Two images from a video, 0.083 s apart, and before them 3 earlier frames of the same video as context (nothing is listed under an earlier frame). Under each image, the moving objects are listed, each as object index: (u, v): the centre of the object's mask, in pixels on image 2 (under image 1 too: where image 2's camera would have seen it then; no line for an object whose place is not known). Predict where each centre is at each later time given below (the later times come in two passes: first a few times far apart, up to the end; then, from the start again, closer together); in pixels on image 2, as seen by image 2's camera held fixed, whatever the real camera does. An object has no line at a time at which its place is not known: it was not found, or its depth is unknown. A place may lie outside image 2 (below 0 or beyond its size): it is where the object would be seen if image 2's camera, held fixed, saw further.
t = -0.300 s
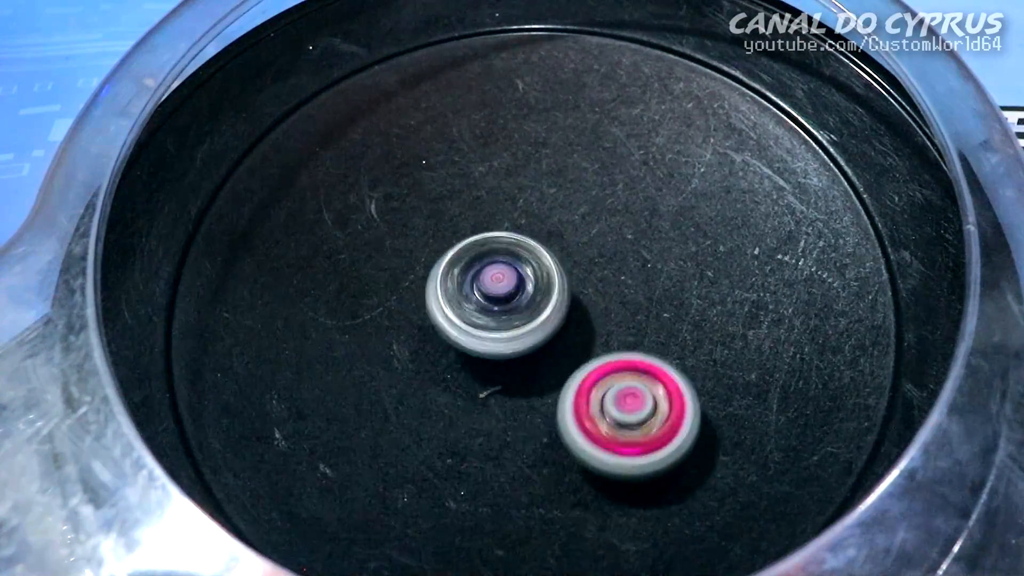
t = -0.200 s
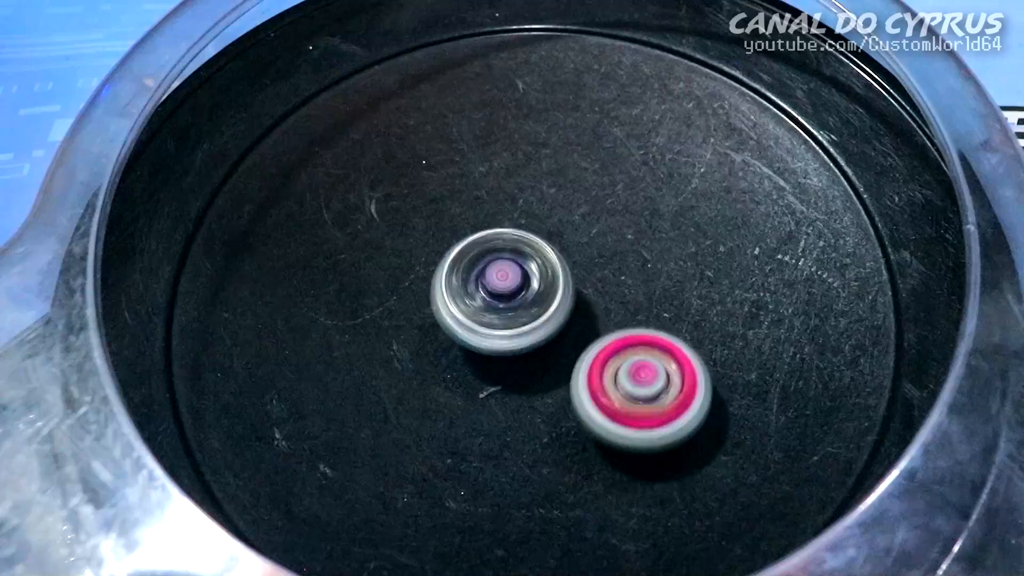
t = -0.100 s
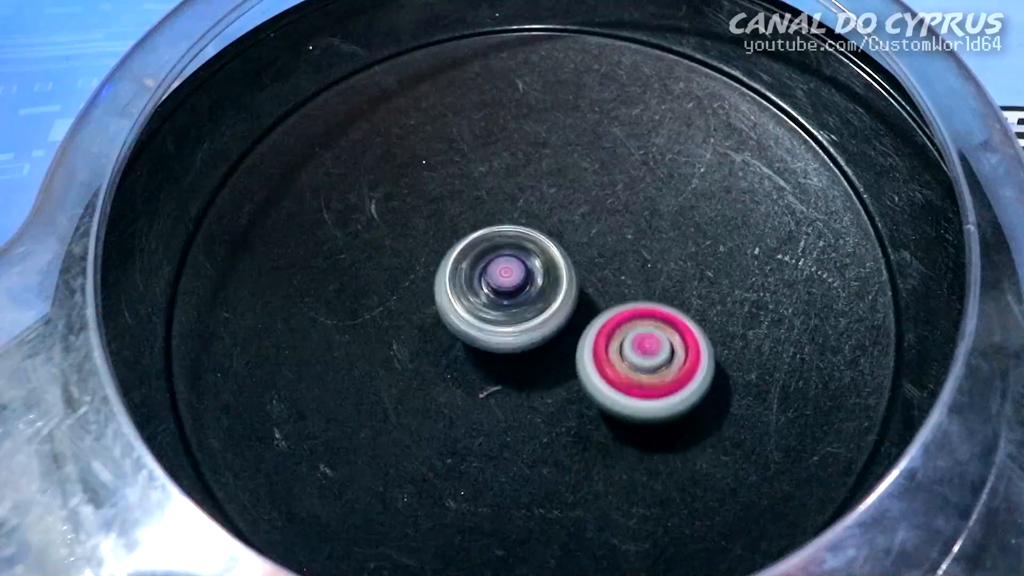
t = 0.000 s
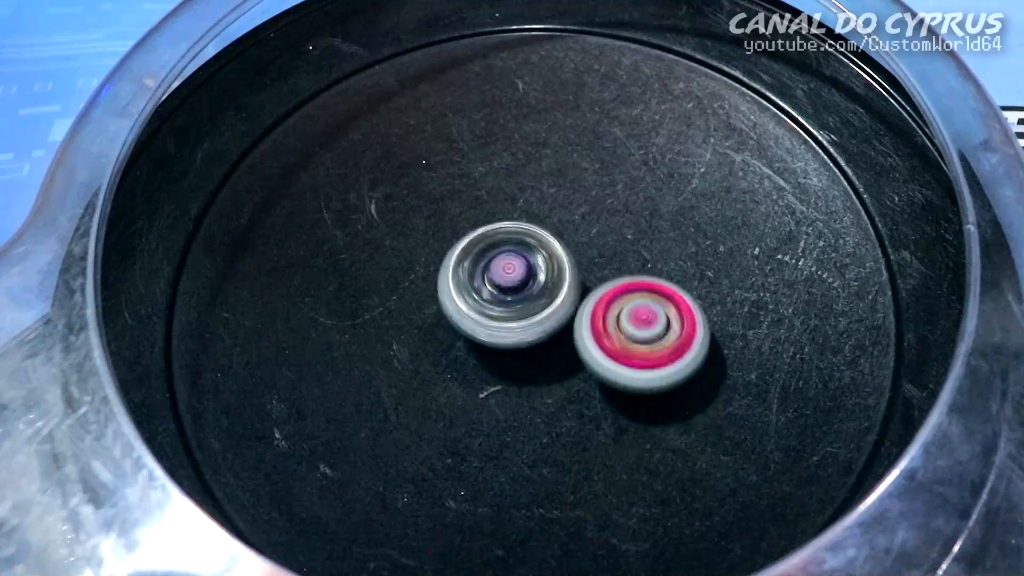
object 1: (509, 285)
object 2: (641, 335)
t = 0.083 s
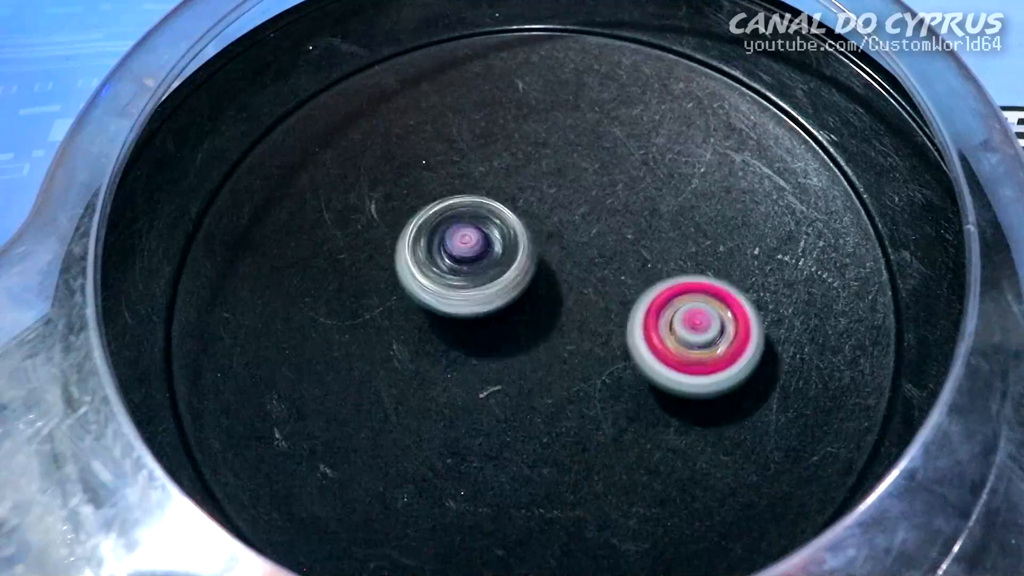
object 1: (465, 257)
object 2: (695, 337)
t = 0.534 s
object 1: (507, 305)
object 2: (654, 244)
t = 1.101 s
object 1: (530, 321)
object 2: (535, 205)
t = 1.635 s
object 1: (557, 321)
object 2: (429, 236)
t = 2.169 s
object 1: (824, 412)
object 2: (160, 159)
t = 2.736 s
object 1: (616, 308)
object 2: (287, 328)
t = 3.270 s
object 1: (656, 240)
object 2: (477, 522)
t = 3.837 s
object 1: (531, 270)
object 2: (723, 414)
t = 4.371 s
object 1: (508, 289)
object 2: (668, 212)
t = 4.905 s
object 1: (503, 338)
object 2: (504, 169)
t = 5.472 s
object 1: (524, 332)
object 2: (369, 241)
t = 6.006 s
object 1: (726, 283)
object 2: (187, 374)
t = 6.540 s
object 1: (629, 276)
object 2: (357, 401)
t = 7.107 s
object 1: (594, 274)
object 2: (522, 407)
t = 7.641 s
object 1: (517, 210)
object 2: (681, 532)
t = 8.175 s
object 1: (516, 254)
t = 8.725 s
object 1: (504, 294)
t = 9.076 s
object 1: (502, 315)
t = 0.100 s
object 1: (460, 253)
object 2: (698, 333)
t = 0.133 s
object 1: (455, 248)
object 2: (702, 325)
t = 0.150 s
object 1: (455, 246)
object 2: (703, 321)
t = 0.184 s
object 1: (458, 245)
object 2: (704, 312)
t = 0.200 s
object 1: (460, 246)
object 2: (704, 308)
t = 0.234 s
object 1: (466, 250)
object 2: (703, 300)
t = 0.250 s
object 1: (470, 252)
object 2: (702, 296)
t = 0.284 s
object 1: (477, 258)
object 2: (700, 288)
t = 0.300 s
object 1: (480, 261)
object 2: (699, 285)
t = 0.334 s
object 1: (487, 268)
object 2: (695, 278)
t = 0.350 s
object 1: (490, 272)
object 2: (692, 275)
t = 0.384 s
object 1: (495, 280)
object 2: (687, 268)
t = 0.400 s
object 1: (497, 284)
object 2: (684, 264)
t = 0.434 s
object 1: (501, 290)
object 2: (678, 259)
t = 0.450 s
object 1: (503, 294)
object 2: (674, 256)
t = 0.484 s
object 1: (505, 300)
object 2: (667, 251)
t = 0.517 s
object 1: (506, 303)
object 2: (658, 246)
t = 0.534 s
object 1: (507, 305)
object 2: (654, 244)
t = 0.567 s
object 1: (507, 307)
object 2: (644, 240)
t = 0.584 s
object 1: (507, 307)
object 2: (639, 239)
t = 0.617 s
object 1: (507, 306)
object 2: (629, 236)
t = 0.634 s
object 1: (507, 305)
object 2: (623, 235)
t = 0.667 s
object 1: (498, 307)
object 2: (622, 227)
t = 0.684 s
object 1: (490, 311)
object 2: (625, 221)
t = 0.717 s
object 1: (478, 314)
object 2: (624, 214)
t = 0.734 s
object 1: (474, 316)
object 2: (621, 212)
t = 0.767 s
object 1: (468, 316)
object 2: (613, 209)
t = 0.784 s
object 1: (468, 315)
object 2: (609, 208)
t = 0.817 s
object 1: (471, 314)
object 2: (602, 205)
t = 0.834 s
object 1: (473, 313)
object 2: (598, 205)
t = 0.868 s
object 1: (480, 311)
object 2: (590, 204)
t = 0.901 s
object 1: (487, 310)
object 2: (582, 203)
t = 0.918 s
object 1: (492, 310)
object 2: (578, 202)
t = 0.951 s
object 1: (501, 310)
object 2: (570, 202)
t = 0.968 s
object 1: (505, 310)
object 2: (566, 202)
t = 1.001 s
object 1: (513, 311)
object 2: (558, 203)
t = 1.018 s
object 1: (517, 312)
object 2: (554, 202)
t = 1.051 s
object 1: (522, 316)
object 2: (547, 203)
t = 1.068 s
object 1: (525, 318)
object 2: (543, 204)
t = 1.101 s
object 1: (530, 321)
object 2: (535, 205)
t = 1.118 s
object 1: (532, 322)
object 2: (532, 207)
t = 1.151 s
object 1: (535, 324)
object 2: (523, 209)
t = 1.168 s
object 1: (536, 324)
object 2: (520, 211)
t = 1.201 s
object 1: (537, 329)
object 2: (512, 212)
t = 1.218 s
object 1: (540, 337)
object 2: (506, 204)
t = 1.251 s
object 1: (542, 352)
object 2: (497, 197)
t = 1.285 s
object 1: (543, 361)
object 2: (489, 197)
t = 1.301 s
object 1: (543, 363)
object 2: (485, 197)
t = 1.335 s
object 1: (541, 367)
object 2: (476, 199)
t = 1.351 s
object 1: (541, 366)
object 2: (472, 200)
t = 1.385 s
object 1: (540, 364)
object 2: (465, 203)
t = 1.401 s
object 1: (540, 361)
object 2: (461, 204)
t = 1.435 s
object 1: (541, 355)
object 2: (455, 207)
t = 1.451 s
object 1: (542, 352)
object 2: (452, 209)
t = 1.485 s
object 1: (543, 345)
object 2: (446, 213)
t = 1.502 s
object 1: (545, 342)
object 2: (444, 216)
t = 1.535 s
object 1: (548, 335)
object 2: (439, 220)
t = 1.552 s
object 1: (549, 333)
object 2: (437, 223)
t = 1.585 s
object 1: (553, 327)
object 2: (433, 228)
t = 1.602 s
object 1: (555, 325)
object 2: (431, 230)
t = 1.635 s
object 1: (557, 321)
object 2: (429, 236)
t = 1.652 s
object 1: (559, 319)
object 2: (427, 239)
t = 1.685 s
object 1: (561, 317)
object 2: (425, 245)
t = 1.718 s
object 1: (563, 316)
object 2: (423, 251)
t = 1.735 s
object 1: (563, 316)
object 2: (422, 255)
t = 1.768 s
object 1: (563, 317)
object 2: (422, 261)
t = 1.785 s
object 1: (563, 318)
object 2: (422, 265)
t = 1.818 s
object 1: (561, 320)
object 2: (422, 272)
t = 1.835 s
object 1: (559, 321)
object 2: (423, 276)
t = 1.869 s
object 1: (555, 323)
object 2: (424, 283)
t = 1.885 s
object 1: (572, 333)
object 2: (406, 274)
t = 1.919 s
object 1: (638, 368)
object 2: (326, 229)
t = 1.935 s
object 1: (670, 384)
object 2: (292, 207)
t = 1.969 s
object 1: (727, 409)
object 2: (234, 170)
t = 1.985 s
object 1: (751, 420)
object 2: (212, 156)
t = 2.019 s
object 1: (791, 435)
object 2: (192, 139)
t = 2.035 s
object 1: (805, 440)
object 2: (186, 138)
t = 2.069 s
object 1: (821, 440)
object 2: (174, 134)
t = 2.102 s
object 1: (827, 436)
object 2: (167, 139)
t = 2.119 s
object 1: (828, 431)
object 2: (165, 143)
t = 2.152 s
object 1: (827, 419)
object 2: (161, 153)
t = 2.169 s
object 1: (824, 412)
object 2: (160, 159)
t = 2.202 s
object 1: (812, 397)
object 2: (156, 168)
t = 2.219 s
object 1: (807, 391)
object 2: (155, 174)
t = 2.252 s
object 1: (790, 378)
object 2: (152, 183)
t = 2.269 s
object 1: (783, 373)
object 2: (151, 187)
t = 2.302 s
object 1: (767, 362)
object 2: (149, 194)
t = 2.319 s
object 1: (761, 358)
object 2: (148, 197)
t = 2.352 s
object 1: (746, 350)
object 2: (148, 204)
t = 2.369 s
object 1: (740, 346)
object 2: (148, 208)
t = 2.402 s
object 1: (727, 340)
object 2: (150, 214)
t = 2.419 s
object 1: (722, 337)
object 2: (156, 218)
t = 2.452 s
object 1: (712, 332)
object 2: (157, 224)
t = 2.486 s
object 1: (703, 329)
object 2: (160, 231)
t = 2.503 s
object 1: (698, 326)
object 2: (162, 234)
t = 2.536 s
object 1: (688, 323)
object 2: (169, 242)
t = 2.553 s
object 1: (681, 322)
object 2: (175, 249)
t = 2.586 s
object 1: (670, 318)
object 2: (194, 266)
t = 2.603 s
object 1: (663, 317)
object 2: (203, 273)
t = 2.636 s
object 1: (651, 314)
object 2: (223, 288)
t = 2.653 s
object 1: (645, 313)
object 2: (234, 296)
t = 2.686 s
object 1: (633, 310)
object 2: (254, 309)
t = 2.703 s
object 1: (627, 310)
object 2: (265, 316)
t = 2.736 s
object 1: (616, 308)
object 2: (287, 328)
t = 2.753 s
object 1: (610, 308)
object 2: (298, 334)
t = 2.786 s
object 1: (599, 307)
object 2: (322, 344)
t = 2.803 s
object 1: (594, 308)
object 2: (335, 349)
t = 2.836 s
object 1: (583, 308)
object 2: (361, 359)
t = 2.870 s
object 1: (574, 310)
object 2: (389, 367)
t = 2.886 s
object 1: (569, 310)
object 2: (402, 371)
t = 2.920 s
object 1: (561, 312)
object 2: (430, 377)
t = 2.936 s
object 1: (571, 306)
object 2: (419, 387)
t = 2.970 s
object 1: (611, 288)
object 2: (380, 412)
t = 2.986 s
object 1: (629, 280)
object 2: (365, 423)
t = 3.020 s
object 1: (658, 263)
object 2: (345, 442)
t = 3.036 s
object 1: (668, 257)
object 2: (341, 450)
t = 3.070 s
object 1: (684, 245)
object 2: (344, 463)
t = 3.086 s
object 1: (689, 241)
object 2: (351, 470)
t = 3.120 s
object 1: (692, 237)
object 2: (369, 483)
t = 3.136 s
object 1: (692, 236)
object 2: (380, 490)
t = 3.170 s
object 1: (685, 236)
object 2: (403, 503)
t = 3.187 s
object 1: (680, 236)
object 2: (416, 508)
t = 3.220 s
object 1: (670, 237)
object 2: (441, 515)
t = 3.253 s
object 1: (661, 239)
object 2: (465, 520)
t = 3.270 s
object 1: (656, 240)
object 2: (477, 522)
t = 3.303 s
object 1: (646, 242)
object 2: (502, 525)
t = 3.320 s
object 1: (641, 242)
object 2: (515, 526)
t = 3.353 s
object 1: (631, 244)
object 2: (538, 527)
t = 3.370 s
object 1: (627, 245)
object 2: (550, 527)
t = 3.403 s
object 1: (617, 247)
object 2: (572, 527)
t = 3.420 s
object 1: (614, 248)
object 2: (582, 527)
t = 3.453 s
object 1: (604, 250)
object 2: (602, 525)
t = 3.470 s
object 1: (600, 251)
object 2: (612, 524)
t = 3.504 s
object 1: (592, 253)
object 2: (631, 520)
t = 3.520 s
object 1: (589, 254)
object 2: (639, 518)
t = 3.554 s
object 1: (581, 257)
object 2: (655, 513)
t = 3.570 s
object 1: (579, 257)
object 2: (661, 510)
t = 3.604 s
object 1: (572, 260)
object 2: (675, 501)
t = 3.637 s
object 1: (565, 262)
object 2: (686, 490)
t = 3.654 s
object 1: (562, 263)
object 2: (692, 484)
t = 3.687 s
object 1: (556, 265)
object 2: (701, 473)
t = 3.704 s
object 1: (554, 265)
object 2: (705, 466)
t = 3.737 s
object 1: (547, 268)
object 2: (711, 454)
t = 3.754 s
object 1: (544, 268)
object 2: (714, 448)
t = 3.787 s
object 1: (538, 270)
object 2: (719, 435)
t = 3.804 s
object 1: (536, 269)
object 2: (721, 429)
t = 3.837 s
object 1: (531, 270)
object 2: (723, 414)
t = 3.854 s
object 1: (530, 269)
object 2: (724, 407)
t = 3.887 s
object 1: (527, 268)
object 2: (724, 393)
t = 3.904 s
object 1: (527, 267)
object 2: (724, 385)
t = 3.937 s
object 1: (527, 266)
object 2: (723, 371)
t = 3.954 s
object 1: (527, 265)
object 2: (721, 363)
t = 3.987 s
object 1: (529, 263)
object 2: (718, 349)
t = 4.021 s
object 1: (531, 263)
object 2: (713, 335)
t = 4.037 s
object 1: (534, 263)
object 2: (711, 328)
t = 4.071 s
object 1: (536, 264)
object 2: (704, 314)
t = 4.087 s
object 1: (538, 265)
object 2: (700, 307)
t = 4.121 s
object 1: (542, 267)
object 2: (692, 294)
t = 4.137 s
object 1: (543, 268)
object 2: (688, 288)
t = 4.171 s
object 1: (536, 269)
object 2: (694, 277)
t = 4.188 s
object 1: (530, 270)
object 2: (698, 272)
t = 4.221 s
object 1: (520, 271)
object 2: (698, 261)
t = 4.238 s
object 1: (516, 273)
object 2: (694, 255)
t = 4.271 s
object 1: (511, 276)
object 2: (688, 243)
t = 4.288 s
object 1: (509, 278)
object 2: (685, 238)
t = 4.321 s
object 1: (508, 282)
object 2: (679, 227)
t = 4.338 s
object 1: (507, 284)
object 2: (675, 222)
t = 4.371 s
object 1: (508, 289)
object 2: (668, 212)
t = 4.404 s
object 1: (510, 293)
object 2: (659, 203)
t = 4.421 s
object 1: (510, 296)
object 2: (655, 199)
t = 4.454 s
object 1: (512, 301)
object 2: (646, 191)
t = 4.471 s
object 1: (513, 303)
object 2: (641, 187)
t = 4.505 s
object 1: (514, 307)
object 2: (632, 180)
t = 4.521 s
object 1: (515, 309)
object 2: (627, 178)
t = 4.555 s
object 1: (516, 313)
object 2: (617, 172)
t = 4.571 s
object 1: (517, 315)
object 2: (611, 170)
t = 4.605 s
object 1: (518, 319)
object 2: (601, 166)
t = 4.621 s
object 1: (519, 321)
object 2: (595, 165)
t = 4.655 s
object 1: (520, 324)
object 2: (584, 162)
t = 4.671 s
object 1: (521, 326)
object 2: (579, 161)
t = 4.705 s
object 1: (520, 330)
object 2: (570, 159)
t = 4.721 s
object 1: (520, 332)
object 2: (565, 159)
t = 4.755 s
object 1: (519, 335)
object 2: (554, 159)
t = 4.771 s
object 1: (518, 336)
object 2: (549, 160)
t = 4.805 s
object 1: (516, 339)
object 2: (537, 161)
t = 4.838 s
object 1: (511, 340)
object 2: (526, 163)
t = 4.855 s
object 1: (509, 340)
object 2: (521, 164)
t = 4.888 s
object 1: (505, 339)
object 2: (509, 167)
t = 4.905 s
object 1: (503, 338)
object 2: (504, 169)
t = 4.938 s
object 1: (499, 335)
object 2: (493, 174)
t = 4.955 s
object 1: (498, 333)
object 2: (488, 176)
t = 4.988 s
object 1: (496, 329)
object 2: (479, 182)
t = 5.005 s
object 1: (495, 327)
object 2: (473, 185)
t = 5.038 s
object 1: (494, 322)
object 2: (464, 192)
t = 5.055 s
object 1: (494, 320)
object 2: (459, 196)
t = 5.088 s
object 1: (495, 315)
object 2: (450, 204)
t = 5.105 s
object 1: (496, 314)
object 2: (446, 208)
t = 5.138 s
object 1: (504, 328)
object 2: (433, 197)
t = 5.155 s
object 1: (509, 334)
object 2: (428, 193)
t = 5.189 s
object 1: (514, 345)
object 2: (419, 193)
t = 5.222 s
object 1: (518, 351)
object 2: (410, 197)
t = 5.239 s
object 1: (519, 353)
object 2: (405, 199)
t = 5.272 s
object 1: (519, 354)
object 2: (398, 203)
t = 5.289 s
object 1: (520, 354)
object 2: (394, 206)
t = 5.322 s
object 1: (519, 352)
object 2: (387, 211)
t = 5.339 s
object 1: (520, 350)
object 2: (384, 213)
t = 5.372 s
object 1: (520, 346)
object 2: (378, 220)
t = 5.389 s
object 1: (520, 344)
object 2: (376, 223)
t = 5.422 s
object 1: (522, 340)
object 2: (372, 231)
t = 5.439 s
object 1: (522, 337)
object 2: (371, 234)
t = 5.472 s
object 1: (524, 332)
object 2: (369, 241)
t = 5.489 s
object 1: (524, 330)
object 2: (367, 245)
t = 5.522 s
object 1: (526, 325)
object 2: (366, 253)
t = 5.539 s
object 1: (527, 323)
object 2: (366, 256)
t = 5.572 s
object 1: (529, 318)
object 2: (366, 264)
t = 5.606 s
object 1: (532, 313)
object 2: (368, 273)
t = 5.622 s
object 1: (534, 311)
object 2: (369, 278)
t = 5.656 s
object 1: (537, 307)
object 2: (372, 287)
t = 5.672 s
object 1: (540, 306)
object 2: (374, 291)
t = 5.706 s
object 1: (544, 303)
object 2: (379, 301)
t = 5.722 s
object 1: (546, 302)
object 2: (382, 305)
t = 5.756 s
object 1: (550, 302)
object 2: (388, 314)
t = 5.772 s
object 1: (552, 302)
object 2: (392, 319)
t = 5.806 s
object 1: (554, 303)
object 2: (399, 328)
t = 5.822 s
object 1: (554, 304)
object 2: (402, 332)
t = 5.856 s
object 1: (555, 306)
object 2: (411, 341)
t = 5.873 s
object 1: (554, 306)
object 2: (416, 345)
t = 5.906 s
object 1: (590, 302)
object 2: (362, 355)
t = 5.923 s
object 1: (620, 299)
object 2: (322, 360)
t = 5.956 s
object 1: (671, 292)
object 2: (255, 367)
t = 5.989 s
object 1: (710, 286)
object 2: (205, 372)
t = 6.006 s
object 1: (726, 283)
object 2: (187, 374)
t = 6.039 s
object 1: (748, 278)
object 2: (175, 377)
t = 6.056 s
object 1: (755, 277)
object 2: (178, 379)
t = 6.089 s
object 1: (760, 276)
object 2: (188, 390)
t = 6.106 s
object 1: (759, 276)
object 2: (194, 394)
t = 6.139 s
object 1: (754, 276)
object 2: (206, 401)
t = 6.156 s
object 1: (751, 275)
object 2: (214, 404)
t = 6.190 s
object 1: (741, 275)
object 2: (230, 409)
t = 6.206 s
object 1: (736, 274)
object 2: (239, 411)
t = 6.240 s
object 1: (725, 274)
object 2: (255, 414)
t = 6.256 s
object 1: (719, 273)
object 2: (263, 415)
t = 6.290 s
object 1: (708, 273)
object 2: (280, 416)
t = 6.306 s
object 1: (702, 272)
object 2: (287, 416)
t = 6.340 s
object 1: (692, 272)
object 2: (300, 416)
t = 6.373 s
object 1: (681, 272)
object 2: (311, 415)
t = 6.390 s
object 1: (675, 272)
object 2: (315, 414)
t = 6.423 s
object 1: (665, 273)
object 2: (322, 412)
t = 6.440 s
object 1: (660, 273)
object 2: (326, 411)
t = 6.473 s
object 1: (650, 274)
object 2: (334, 408)
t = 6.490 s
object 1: (644, 274)
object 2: (340, 407)
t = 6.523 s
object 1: (634, 275)
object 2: (351, 403)
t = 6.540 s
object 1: (629, 276)
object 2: (357, 401)
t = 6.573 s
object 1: (619, 277)
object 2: (370, 397)
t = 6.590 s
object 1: (615, 276)
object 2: (377, 395)
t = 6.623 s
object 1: (606, 278)
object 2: (391, 391)
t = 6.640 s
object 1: (603, 278)
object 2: (398, 388)
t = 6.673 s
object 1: (595, 279)
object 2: (413, 384)
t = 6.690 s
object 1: (592, 280)
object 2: (422, 381)
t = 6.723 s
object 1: (587, 282)
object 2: (439, 376)
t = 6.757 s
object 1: (582, 284)
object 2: (456, 371)
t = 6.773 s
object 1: (579, 285)
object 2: (464, 369)
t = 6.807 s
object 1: (597, 275)
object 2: (445, 382)
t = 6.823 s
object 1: (605, 269)
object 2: (438, 387)
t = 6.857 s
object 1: (617, 261)
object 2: (431, 394)
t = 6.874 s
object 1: (621, 259)
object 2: (432, 395)
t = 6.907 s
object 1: (624, 257)
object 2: (442, 396)
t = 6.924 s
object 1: (624, 257)
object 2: (449, 397)
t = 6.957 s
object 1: (623, 259)
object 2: (462, 400)
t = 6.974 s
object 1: (621, 260)
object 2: (469, 401)
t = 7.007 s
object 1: (615, 264)
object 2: (483, 403)
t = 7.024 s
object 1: (613, 266)
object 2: (489, 404)
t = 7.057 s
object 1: (605, 269)
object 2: (503, 405)
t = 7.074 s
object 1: (601, 271)
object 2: (509, 406)
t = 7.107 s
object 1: (594, 274)
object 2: (522, 407)
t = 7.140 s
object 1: (586, 276)
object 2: (536, 408)
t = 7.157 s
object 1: (582, 278)
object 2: (542, 407)
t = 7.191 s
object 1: (575, 280)
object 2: (555, 408)
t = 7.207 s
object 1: (572, 280)
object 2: (561, 408)
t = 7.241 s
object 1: (564, 282)
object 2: (573, 410)
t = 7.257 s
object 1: (563, 271)
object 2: (577, 429)
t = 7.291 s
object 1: (558, 242)
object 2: (587, 478)
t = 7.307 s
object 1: (555, 228)
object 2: (591, 496)
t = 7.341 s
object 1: (551, 209)
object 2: (601, 516)
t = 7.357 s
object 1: (549, 202)
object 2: (606, 520)
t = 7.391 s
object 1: (545, 193)
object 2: (620, 525)
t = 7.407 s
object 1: (543, 191)
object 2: (627, 527)
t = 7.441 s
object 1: (539, 190)
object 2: (640, 530)
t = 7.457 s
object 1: (537, 190)
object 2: (646, 531)
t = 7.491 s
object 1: (533, 193)
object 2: (656, 532)
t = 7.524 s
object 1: (529, 197)
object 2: (664, 534)
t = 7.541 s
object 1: (527, 199)
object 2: (669, 534)
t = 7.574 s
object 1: (523, 202)
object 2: (674, 534)
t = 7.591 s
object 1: (521, 204)
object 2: (676, 534)
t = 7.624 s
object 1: (518, 208)
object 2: (679, 533)
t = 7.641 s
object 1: (517, 210)
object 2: (681, 532)
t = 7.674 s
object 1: (514, 214)
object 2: (683, 530)
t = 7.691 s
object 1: (513, 215)
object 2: (683, 529)
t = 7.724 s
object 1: (512, 219)
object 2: (684, 526)
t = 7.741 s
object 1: (510, 222)
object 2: (683, 524)
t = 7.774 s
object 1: (509, 226)
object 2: (681, 520)
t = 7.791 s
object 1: (509, 228)
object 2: (680, 517)
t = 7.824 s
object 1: (508, 233)
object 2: (677, 509)
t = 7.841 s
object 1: (507, 235)
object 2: (676, 503)
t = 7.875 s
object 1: (506, 240)
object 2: (671, 491)
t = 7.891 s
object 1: (505, 243)
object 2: (669, 486)
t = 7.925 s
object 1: (505, 246)
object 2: (664, 472)
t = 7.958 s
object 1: (506, 249)
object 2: (658, 457)
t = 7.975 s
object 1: (506, 250)
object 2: (656, 449)
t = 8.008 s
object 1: (508, 253)
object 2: (650, 433)
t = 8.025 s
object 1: (509, 254)
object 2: (647, 425)
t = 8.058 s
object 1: (512, 257)
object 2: (641, 407)
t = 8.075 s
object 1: (514, 258)
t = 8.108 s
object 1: (518, 261)
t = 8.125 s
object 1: (520, 262)
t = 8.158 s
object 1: (524, 264)
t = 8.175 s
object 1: (516, 254)
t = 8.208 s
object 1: (503, 239)
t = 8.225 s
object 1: (499, 233)
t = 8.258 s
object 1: (493, 226)
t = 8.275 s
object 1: (491, 225)
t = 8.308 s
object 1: (490, 224)
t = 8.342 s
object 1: (492, 226)
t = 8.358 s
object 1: (493, 227)
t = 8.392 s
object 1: (495, 232)
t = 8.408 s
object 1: (496, 236)
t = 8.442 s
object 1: (498, 242)
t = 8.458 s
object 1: (499, 245)
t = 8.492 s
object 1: (500, 252)
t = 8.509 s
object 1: (500, 256)
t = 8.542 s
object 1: (500, 262)
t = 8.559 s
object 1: (501, 265)
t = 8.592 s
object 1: (501, 272)
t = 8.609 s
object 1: (502, 275)
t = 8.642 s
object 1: (503, 280)
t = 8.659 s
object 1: (503, 283)
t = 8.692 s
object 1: (504, 289)
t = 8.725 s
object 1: (504, 294)
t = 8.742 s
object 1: (504, 296)
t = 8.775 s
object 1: (504, 300)
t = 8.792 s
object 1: (503, 302)
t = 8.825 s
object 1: (503, 305)
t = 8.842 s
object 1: (503, 306)
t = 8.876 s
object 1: (503, 309)
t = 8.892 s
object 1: (502, 310)
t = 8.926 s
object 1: (502, 312)
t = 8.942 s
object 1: (502, 312)
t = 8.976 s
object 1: (501, 314)
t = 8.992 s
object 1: (501, 315)
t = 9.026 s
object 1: (501, 315)
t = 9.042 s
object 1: (501, 315)
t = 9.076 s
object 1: (502, 315)
